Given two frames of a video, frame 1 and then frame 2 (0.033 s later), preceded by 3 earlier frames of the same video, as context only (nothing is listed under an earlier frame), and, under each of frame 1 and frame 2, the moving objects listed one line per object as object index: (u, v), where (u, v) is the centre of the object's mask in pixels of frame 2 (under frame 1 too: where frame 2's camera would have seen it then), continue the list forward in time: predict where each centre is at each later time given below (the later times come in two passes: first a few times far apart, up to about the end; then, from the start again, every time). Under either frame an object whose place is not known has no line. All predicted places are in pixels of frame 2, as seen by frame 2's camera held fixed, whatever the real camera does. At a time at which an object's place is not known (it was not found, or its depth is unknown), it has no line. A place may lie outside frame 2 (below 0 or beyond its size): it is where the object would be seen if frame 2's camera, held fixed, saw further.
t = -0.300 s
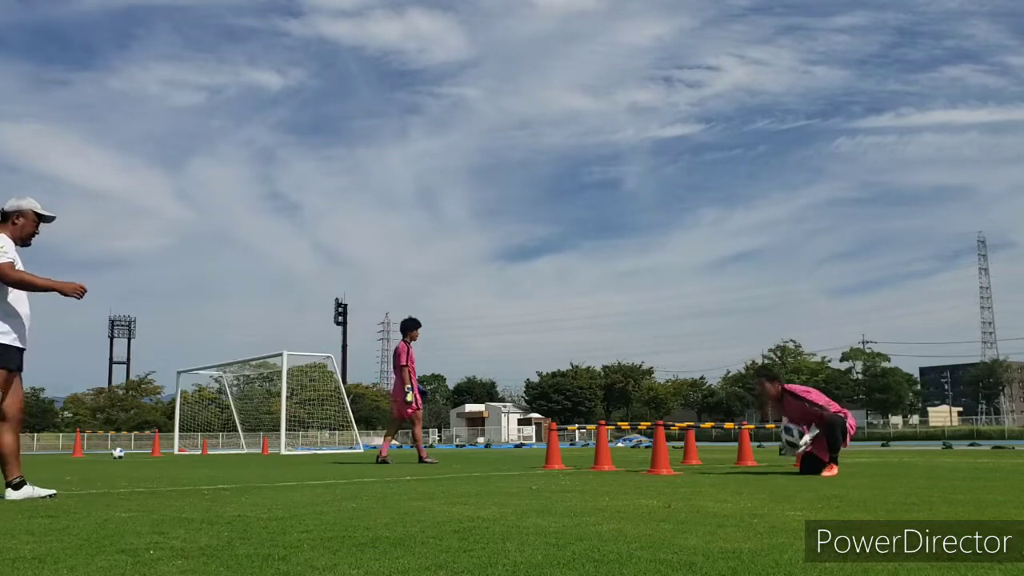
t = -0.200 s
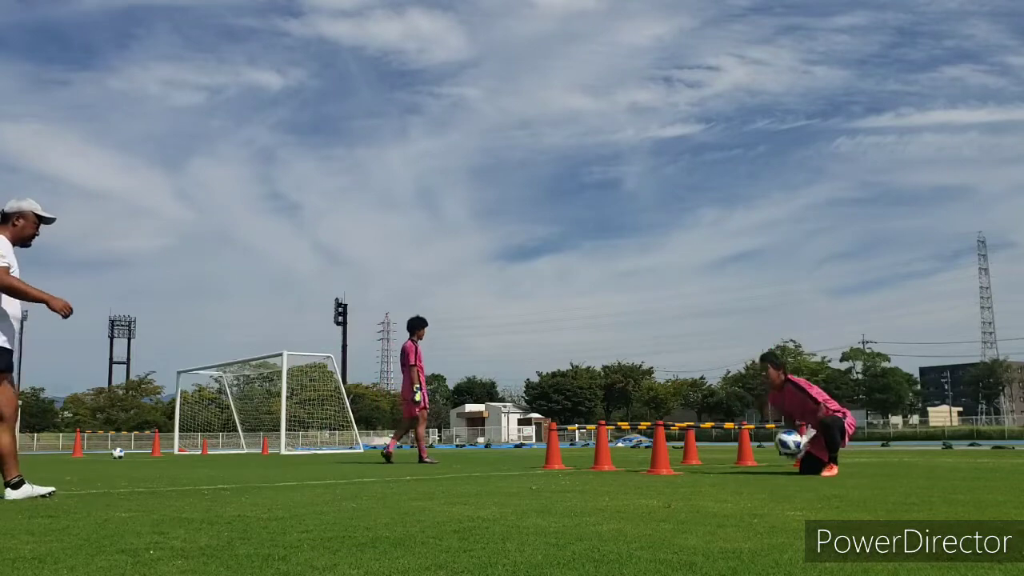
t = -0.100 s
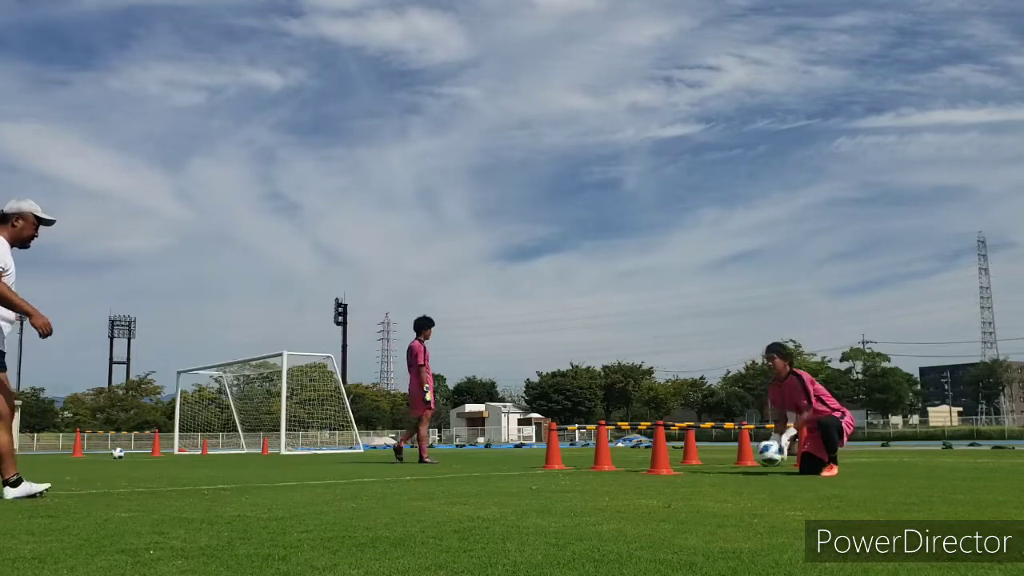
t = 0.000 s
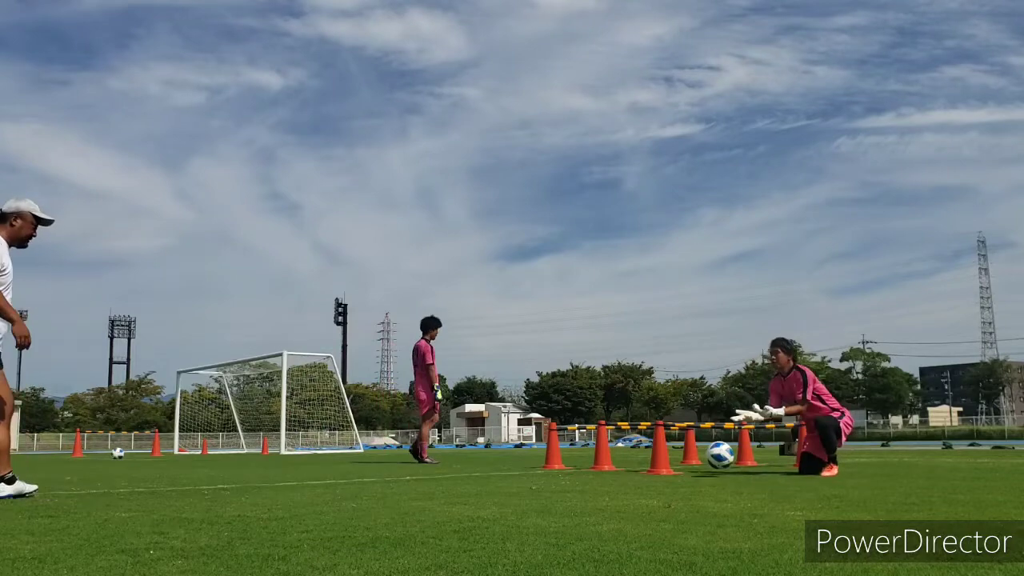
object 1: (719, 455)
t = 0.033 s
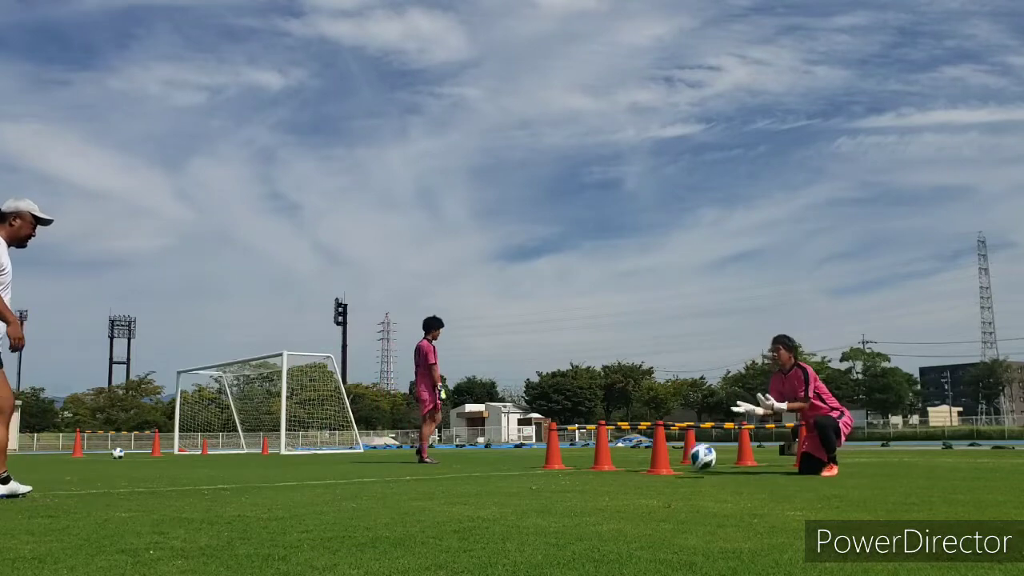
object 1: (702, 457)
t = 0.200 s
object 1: (620, 459)
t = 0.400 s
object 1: (522, 463)
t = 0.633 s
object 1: (403, 469)
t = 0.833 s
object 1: (292, 472)
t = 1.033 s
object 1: (179, 474)
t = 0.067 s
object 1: (686, 461)
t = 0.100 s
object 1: (667, 465)
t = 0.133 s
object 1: (651, 464)
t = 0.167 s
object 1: (635, 461)
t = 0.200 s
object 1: (620, 459)
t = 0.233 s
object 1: (604, 460)
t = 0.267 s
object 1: (588, 461)
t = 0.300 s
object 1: (572, 465)
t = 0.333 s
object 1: (555, 467)
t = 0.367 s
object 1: (539, 465)
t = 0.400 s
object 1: (522, 463)
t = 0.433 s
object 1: (506, 463)
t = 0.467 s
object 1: (489, 466)
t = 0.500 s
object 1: (472, 468)
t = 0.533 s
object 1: (455, 468)
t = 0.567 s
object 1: (437, 467)
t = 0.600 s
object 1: (421, 467)
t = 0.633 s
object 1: (403, 469)
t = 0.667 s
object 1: (385, 471)
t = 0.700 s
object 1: (366, 471)
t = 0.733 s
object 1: (348, 471)
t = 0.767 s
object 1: (330, 471)
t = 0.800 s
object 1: (311, 473)
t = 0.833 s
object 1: (292, 472)
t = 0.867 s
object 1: (274, 471)
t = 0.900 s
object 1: (256, 471)
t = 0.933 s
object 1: (237, 472)
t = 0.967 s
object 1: (218, 475)
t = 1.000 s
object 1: (198, 476)
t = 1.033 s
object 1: (179, 474)
